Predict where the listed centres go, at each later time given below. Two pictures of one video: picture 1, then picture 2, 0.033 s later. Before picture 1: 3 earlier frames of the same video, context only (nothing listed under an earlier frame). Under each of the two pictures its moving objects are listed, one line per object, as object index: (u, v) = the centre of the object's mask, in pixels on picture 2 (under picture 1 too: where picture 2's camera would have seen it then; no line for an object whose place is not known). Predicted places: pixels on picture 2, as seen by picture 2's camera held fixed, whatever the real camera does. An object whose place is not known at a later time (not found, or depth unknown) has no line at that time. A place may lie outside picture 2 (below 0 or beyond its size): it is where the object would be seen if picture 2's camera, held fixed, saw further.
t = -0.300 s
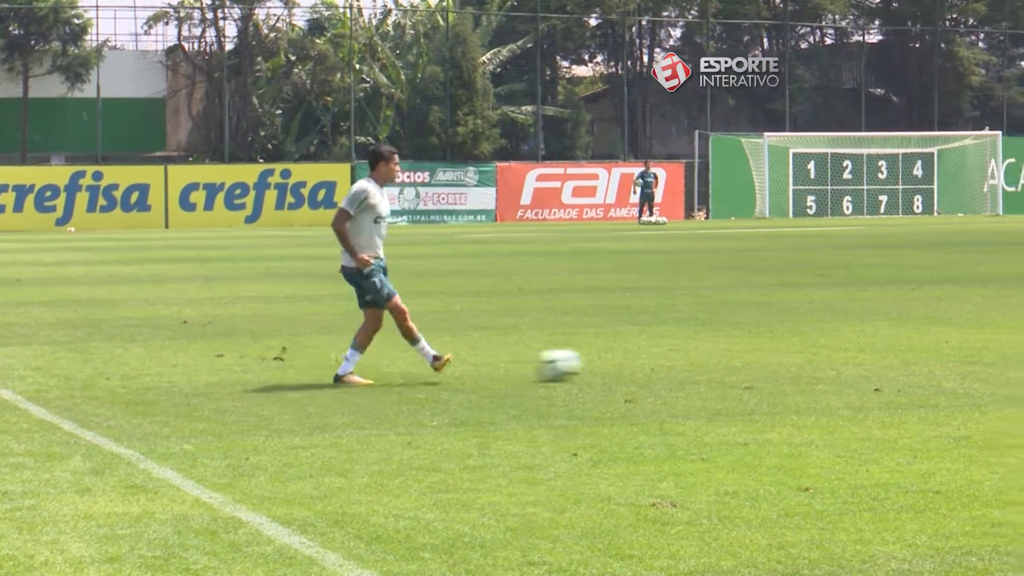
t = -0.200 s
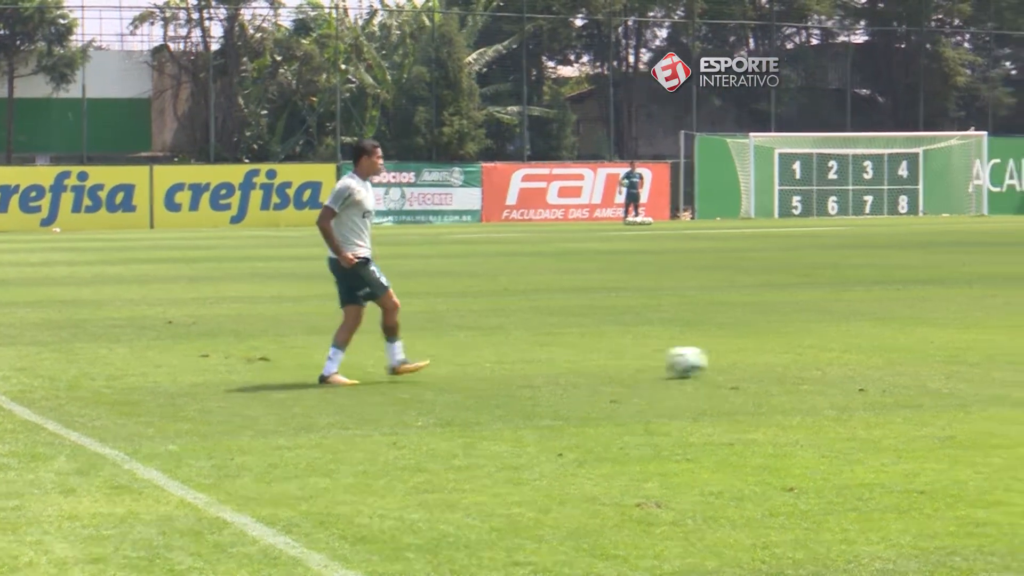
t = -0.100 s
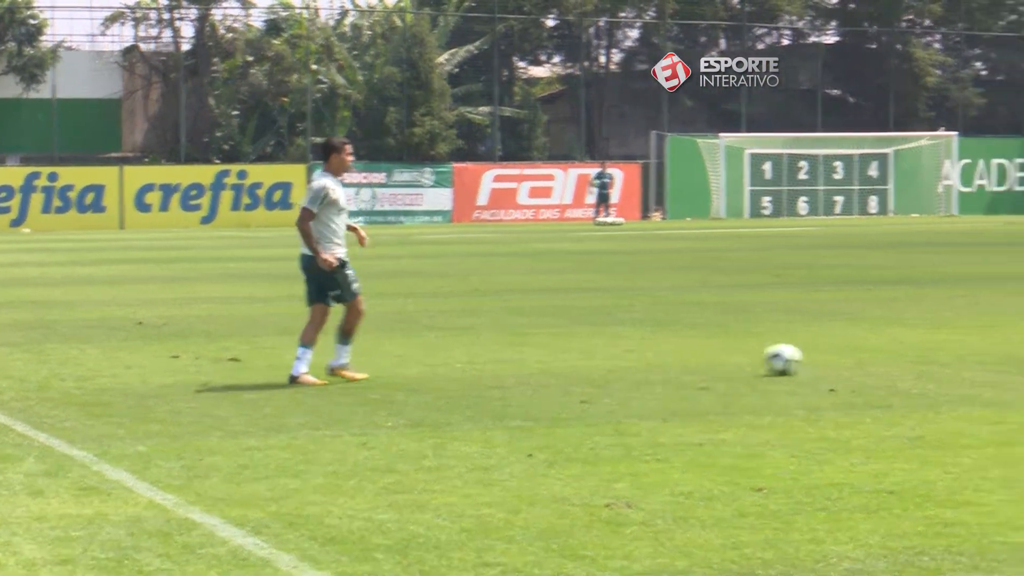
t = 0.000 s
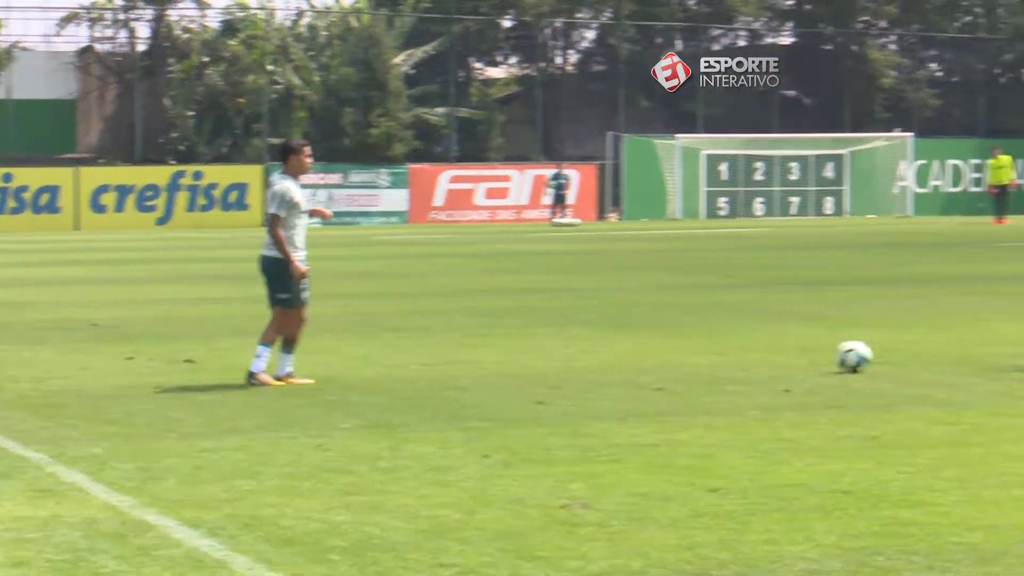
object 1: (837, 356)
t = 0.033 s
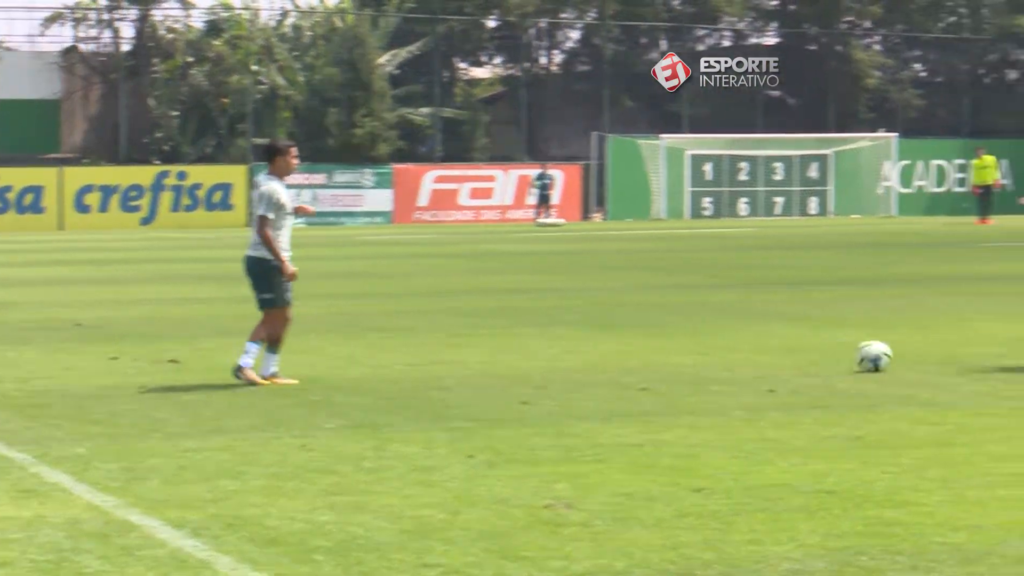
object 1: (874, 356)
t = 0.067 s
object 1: (908, 355)
